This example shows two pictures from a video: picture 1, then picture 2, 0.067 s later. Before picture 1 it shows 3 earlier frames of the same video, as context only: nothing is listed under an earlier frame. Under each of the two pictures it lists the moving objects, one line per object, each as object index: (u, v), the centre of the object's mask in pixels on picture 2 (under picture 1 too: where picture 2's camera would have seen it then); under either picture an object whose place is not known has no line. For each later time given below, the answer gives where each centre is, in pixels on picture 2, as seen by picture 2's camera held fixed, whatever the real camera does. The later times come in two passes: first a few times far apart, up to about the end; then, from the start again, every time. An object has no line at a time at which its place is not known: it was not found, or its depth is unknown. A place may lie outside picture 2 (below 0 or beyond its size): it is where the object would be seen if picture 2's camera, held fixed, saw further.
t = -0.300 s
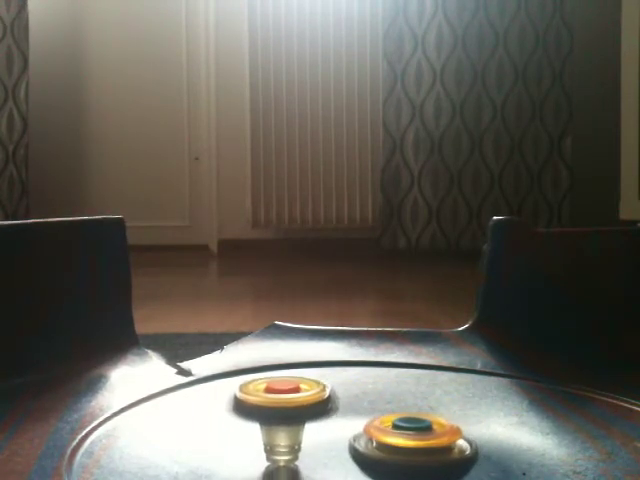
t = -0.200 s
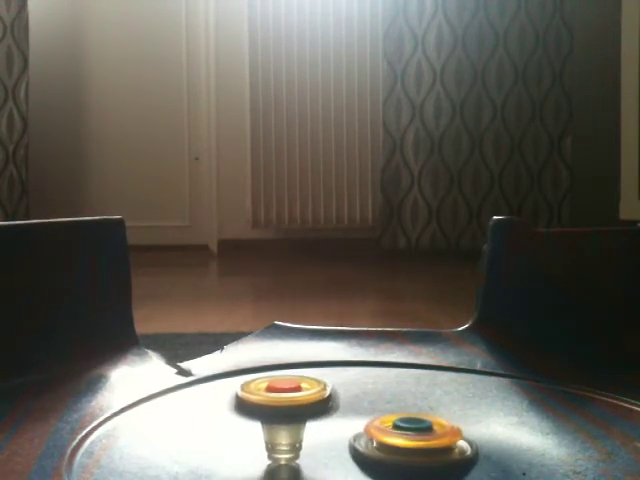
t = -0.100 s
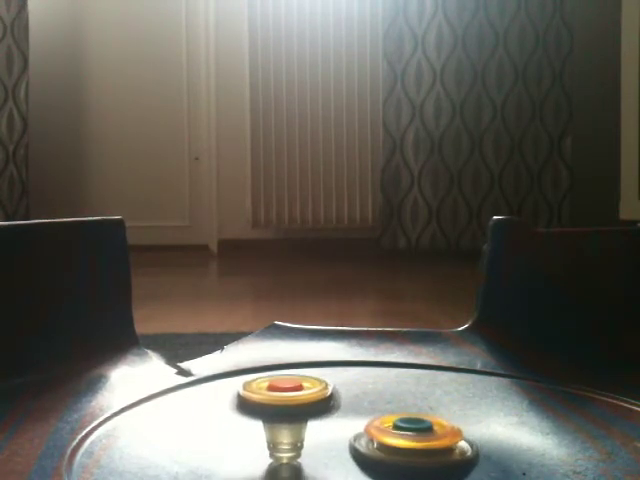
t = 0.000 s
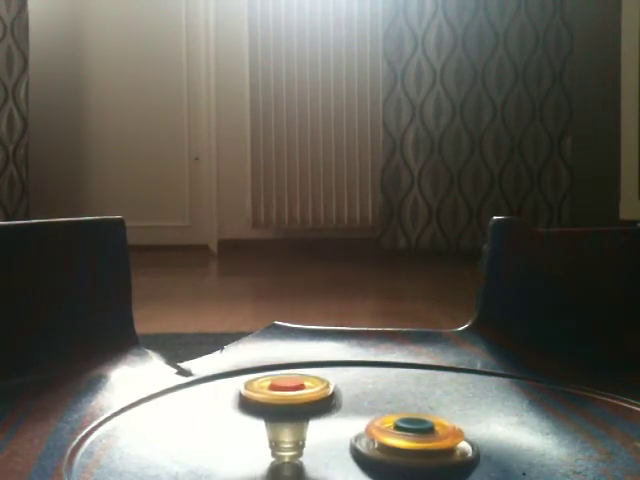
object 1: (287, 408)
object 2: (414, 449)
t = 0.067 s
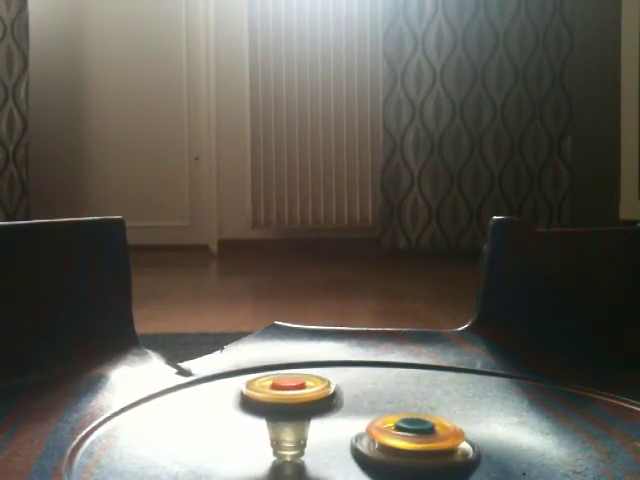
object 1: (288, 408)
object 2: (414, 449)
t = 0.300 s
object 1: (295, 405)
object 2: (415, 449)
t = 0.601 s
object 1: (306, 403)
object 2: (413, 449)
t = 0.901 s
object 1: (315, 402)
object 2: (412, 450)
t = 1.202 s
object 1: (322, 402)
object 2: (411, 450)
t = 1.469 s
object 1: (322, 402)
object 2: (411, 450)
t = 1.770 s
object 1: (320, 401)
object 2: (409, 451)
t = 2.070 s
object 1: (315, 400)
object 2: (406, 452)
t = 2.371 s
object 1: (306, 398)
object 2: (399, 453)
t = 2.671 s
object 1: (290, 401)
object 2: (391, 453)
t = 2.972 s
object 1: (281, 406)
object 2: (387, 453)
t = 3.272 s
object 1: (280, 409)
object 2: (386, 453)
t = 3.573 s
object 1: (282, 410)
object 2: (385, 453)
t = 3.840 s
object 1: (281, 411)
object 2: (382, 454)
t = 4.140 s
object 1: (274, 414)
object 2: (379, 454)
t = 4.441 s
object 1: (267, 420)
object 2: (373, 455)
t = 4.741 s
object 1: (266, 425)
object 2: (363, 457)
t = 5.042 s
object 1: (265, 430)
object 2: (356, 458)
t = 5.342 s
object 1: (272, 432)
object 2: (369, 460)
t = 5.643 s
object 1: (279, 428)
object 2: (380, 459)
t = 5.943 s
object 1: (288, 422)
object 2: (382, 459)
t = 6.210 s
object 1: (300, 416)
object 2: (379, 458)
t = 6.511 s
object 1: (316, 407)
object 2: (369, 458)
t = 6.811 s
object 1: (325, 404)
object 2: (363, 456)
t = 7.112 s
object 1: (325, 404)
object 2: (358, 456)
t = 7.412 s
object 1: (316, 405)
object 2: (353, 457)
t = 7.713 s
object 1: (300, 408)
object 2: (350, 458)
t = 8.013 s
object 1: (283, 409)
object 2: (344, 459)
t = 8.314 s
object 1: (269, 412)
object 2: (348, 458)
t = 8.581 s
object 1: (264, 417)
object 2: (339, 457)
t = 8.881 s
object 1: (268, 415)
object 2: (330, 456)
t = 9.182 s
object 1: (275, 414)
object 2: (364, 460)
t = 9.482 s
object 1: (293, 409)
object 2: (382, 460)
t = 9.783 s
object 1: (313, 407)
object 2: (385, 459)
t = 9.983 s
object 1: (324, 405)
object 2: (384, 459)
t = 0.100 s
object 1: (289, 407)
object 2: (415, 449)
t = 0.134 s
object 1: (290, 407)
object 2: (415, 449)
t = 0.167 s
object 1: (291, 406)
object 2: (415, 449)
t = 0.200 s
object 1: (291, 406)
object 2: (415, 449)
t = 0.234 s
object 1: (292, 406)
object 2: (415, 449)
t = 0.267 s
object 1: (294, 405)
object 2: (415, 449)
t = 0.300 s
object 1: (295, 405)
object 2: (415, 449)
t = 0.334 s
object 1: (296, 405)
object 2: (414, 449)
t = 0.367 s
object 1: (298, 404)
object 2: (414, 449)
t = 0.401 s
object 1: (299, 404)
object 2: (414, 449)
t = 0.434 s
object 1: (300, 404)
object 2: (414, 449)
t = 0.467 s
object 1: (301, 404)
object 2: (413, 449)
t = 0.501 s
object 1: (302, 404)
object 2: (413, 449)
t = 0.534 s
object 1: (303, 404)
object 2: (413, 449)
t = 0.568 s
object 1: (305, 404)
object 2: (413, 449)
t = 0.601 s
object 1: (306, 403)
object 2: (413, 449)
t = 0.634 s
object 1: (307, 403)
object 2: (413, 449)
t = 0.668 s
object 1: (308, 403)
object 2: (412, 449)
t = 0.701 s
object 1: (309, 403)
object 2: (412, 449)
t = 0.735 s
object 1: (310, 403)
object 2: (412, 449)
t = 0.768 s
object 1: (311, 403)
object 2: (412, 450)
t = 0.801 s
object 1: (313, 402)
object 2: (412, 450)
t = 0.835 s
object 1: (313, 402)
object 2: (412, 450)
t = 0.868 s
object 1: (314, 402)
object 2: (412, 450)
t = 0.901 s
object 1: (315, 402)
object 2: (412, 450)
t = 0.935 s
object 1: (316, 402)
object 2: (412, 450)
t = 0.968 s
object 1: (317, 402)
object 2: (411, 450)
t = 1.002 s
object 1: (318, 402)
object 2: (411, 450)
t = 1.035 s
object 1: (318, 402)
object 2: (411, 450)
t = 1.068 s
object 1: (319, 402)
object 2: (411, 450)
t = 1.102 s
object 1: (320, 402)
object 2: (411, 450)
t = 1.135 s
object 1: (320, 402)
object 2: (411, 450)
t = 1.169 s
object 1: (321, 402)
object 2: (411, 450)
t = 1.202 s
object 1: (322, 402)
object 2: (411, 450)
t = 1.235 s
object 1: (322, 402)
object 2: (411, 450)
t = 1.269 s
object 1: (322, 402)
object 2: (411, 450)
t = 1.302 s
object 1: (322, 402)
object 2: (411, 450)
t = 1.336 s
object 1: (322, 402)
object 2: (411, 450)
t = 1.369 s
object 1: (322, 402)
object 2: (411, 450)
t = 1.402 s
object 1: (322, 402)
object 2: (411, 450)
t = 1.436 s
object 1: (322, 402)
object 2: (411, 450)
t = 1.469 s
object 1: (322, 402)
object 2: (411, 450)
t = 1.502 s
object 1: (322, 402)
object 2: (411, 450)
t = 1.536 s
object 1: (322, 402)
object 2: (411, 450)
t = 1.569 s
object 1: (323, 402)
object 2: (411, 450)
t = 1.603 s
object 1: (322, 402)
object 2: (410, 450)
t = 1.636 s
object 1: (322, 402)
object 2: (410, 450)
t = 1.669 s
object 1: (322, 401)
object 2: (410, 451)
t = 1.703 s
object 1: (321, 401)
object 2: (410, 451)
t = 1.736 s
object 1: (320, 401)
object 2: (410, 451)
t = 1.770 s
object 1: (320, 401)
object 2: (409, 451)
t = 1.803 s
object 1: (319, 401)
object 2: (409, 451)
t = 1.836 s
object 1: (319, 401)
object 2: (409, 451)
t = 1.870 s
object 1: (318, 401)
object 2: (408, 451)
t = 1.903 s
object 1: (318, 401)
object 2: (408, 451)
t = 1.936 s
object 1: (317, 400)
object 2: (408, 451)
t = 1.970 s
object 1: (317, 400)
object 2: (407, 452)
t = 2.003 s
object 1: (316, 400)
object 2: (407, 451)
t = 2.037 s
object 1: (316, 400)
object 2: (407, 452)
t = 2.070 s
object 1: (315, 400)
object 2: (406, 452)
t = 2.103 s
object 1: (314, 399)
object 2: (406, 452)
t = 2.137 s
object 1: (314, 399)
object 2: (405, 452)
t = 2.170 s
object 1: (313, 399)
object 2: (404, 452)
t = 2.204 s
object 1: (312, 399)
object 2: (403, 452)
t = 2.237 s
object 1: (311, 399)
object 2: (402, 452)
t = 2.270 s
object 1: (310, 398)
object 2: (401, 452)
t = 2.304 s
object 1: (309, 398)
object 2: (400, 452)
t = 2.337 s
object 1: (308, 398)
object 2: (400, 452)
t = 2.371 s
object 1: (306, 398)
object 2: (399, 453)
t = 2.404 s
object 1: (304, 398)
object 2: (398, 452)
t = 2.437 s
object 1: (302, 398)
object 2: (396, 453)
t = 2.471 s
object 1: (300, 398)
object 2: (396, 453)
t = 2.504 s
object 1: (298, 398)
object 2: (395, 453)
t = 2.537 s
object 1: (296, 399)
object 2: (395, 453)
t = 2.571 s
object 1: (294, 399)
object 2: (394, 453)
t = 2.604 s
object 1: (293, 400)
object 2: (393, 453)
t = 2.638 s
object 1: (291, 400)
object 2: (392, 453)
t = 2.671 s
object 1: (290, 401)
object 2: (391, 453)
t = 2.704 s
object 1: (289, 401)
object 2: (390, 453)
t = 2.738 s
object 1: (287, 402)
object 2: (389, 453)
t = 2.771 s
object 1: (286, 403)
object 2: (389, 453)
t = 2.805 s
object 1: (285, 403)
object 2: (388, 453)
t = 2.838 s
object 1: (284, 404)
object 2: (388, 453)
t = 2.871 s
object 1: (283, 405)
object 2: (388, 453)
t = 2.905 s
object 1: (282, 405)
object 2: (387, 453)
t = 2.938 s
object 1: (281, 406)
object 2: (387, 453)
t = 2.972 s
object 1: (281, 406)
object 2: (387, 453)
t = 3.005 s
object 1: (280, 407)
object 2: (387, 453)
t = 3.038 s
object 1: (280, 407)
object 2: (387, 453)
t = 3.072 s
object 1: (280, 408)
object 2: (387, 453)
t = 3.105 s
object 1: (280, 408)
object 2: (387, 453)
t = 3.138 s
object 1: (280, 408)
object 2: (387, 453)
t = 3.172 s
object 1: (280, 409)
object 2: (386, 453)
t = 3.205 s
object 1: (280, 409)
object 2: (386, 453)
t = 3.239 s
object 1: (280, 409)
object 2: (386, 453)
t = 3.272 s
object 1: (280, 409)
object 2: (386, 453)
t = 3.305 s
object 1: (281, 410)
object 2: (385, 453)
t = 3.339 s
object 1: (281, 410)
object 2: (385, 453)
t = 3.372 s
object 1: (282, 410)
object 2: (384, 453)
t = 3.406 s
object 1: (282, 410)
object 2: (384, 453)
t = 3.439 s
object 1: (282, 410)
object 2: (384, 453)
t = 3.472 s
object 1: (282, 410)
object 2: (384, 453)
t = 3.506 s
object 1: (282, 410)
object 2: (384, 453)
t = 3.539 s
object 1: (282, 410)
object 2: (384, 453)
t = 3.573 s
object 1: (282, 410)
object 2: (385, 453)
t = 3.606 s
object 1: (282, 410)
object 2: (384, 453)
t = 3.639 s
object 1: (282, 410)
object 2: (384, 454)
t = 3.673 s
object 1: (282, 410)
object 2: (384, 454)
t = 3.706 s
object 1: (282, 410)
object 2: (383, 454)
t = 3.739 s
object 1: (281, 411)
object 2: (383, 454)
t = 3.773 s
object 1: (281, 411)
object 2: (382, 454)
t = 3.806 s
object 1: (281, 411)
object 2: (382, 454)
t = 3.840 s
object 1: (281, 411)
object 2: (382, 454)
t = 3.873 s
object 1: (280, 411)
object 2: (382, 454)
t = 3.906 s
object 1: (279, 412)
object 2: (381, 454)
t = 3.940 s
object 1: (279, 412)
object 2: (381, 454)
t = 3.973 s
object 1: (278, 412)
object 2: (380, 454)
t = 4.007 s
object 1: (277, 412)
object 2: (380, 454)
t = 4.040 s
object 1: (277, 413)
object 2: (380, 454)
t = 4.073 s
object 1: (276, 413)
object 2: (380, 454)
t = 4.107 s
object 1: (275, 413)
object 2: (379, 454)
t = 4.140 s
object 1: (274, 414)
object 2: (379, 454)
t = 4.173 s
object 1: (273, 414)
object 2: (378, 455)
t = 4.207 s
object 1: (272, 415)
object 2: (378, 455)
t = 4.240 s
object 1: (271, 416)
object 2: (377, 455)
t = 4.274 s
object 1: (270, 416)
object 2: (377, 455)
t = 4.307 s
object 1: (269, 417)
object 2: (376, 455)
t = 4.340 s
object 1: (268, 418)
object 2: (376, 455)
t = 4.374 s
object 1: (268, 419)
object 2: (375, 455)
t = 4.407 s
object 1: (268, 419)
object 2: (374, 455)
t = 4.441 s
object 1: (267, 420)
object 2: (373, 455)
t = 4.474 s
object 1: (267, 421)
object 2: (372, 455)
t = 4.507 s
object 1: (267, 422)
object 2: (371, 456)
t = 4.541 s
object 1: (267, 422)
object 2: (370, 456)
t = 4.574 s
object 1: (267, 423)
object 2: (369, 456)
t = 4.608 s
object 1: (267, 423)
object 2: (368, 456)
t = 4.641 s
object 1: (267, 424)
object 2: (367, 457)
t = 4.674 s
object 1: (266, 424)
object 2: (366, 457)
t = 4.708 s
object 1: (266, 425)
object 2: (364, 456)
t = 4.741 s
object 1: (266, 425)
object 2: (363, 457)
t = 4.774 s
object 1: (266, 426)
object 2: (361, 457)
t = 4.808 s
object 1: (265, 426)
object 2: (360, 457)
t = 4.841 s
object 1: (265, 427)
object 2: (358, 457)
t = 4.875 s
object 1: (265, 427)
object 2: (356, 457)
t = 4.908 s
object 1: (266, 428)
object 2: (355, 457)
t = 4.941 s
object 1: (265, 428)
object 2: (355, 457)
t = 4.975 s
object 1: (264, 429)
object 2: (356, 458)
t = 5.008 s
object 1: (264, 429)
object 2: (357, 458)
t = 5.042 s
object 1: (265, 430)
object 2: (356, 458)
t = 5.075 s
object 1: (265, 430)
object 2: (357, 458)
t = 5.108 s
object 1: (264, 431)
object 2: (359, 459)
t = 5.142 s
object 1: (265, 431)
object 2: (361, 459)
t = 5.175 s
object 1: (265, 431)
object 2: (361, 459)
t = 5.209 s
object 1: (267, 432)
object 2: (362, 459)
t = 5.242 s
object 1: (269, 432)
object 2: (363, 459)
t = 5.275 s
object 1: (269, 432)
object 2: (365, 459)
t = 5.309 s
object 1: (271, 432)
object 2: (367, 459)
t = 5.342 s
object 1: (272, 432)
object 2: (369, 460)
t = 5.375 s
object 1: (273, 431)
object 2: (371, 459)
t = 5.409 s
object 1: (274, 431)
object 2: (373, 459)
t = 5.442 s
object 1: (275, 431)
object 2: (374, 460)
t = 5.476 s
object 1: (276, 431)
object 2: (376, 460)
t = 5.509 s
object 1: (277, 430)
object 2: (377, 460)
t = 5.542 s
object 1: (277, 430)
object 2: (378, 460)
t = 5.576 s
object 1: (278, 429)
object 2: (379, 460)
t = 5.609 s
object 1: (278, 429)
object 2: (379, 459)
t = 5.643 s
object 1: (279, 428)
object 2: (380, 459)
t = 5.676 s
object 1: (279, 428)
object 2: (380, 459)
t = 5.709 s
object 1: (280, 427)
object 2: (381, 459)
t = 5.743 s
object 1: (281, 426)
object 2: (381, 459)
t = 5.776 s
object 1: (282, 426)
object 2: (381, 459)
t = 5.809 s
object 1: (283, 425)
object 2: (382, 459)
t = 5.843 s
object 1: (284, 424)
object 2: (382, 459)
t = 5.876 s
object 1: (285, 424)
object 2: (382, 459)
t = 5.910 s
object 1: (287, 423)
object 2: (382, 459)
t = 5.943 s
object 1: (288, 422)
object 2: (382, 459)
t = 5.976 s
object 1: (289, 422)
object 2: (381, 459)
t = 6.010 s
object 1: (291, 421)
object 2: (381, 459)
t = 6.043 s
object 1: (293, 421)
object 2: (381, 459)
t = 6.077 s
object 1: (294, 420)
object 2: (380, 459)
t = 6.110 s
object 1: (296, 419)
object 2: (380, 459)
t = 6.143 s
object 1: (297, 418)
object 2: (380, 459)
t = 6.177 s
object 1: (299, 417)
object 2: (380, 459)
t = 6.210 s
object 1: (300, 416)
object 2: (379, 458)
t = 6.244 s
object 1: (302, 415)
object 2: (378, 458)
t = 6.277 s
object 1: (304, 414)
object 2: (378, 458)
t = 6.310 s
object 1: (306, 413)
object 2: (378, 458)
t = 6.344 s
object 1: (308, 412)
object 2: (377, 458)
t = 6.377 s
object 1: (310, 411)
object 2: (375, 458)
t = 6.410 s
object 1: (311, 411)
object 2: (374, 458)
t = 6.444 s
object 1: (313, 409)
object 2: (370, 458)
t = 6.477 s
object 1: (314, 408)
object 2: (371, 458)
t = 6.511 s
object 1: (316, 407)
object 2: (369, 458)
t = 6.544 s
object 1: (316, 407)
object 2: (368, 458)
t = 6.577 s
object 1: (318, 406)
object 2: (367, 457)
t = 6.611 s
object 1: (319, 406)
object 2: (366, 457)
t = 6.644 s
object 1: (320, 406)
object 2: (365, 457)
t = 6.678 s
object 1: (322, 405)
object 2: (365, 457)
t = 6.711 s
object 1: (322, 405)
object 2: (364, 457)
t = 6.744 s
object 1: (323, 405)
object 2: (364, 456)
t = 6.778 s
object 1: (324, 404)
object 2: (363, 456)
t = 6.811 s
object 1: (325, 404)
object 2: (363, 456)
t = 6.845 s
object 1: (326, 404)
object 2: (362, 456)
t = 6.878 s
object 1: (326, 404)
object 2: (362, 456)
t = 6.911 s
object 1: (326, 404)
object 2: (361, 456)
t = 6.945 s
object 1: (326, 404)
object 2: (361, 456)
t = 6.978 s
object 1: (326, 404)
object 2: (360, 456)
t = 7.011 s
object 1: (326, 404)
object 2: (360, 456)
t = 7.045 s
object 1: (326, 404)
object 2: (359, 455)
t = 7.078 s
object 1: (326, 404)
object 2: (359, 456)
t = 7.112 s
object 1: (325, 404)
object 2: (358, 456)
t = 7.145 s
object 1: (325, 404)
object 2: (358, 456)
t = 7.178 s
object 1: (324, 404)
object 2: (357, 456)
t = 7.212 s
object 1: (323, 405)
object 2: (357, 456)
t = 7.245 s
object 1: (322, 405)
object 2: (357, 456)
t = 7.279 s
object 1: (321, 405)
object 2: (356, 456)
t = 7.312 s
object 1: (319, 405)
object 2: (355, 456)
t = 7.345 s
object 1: (318, 405)
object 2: (354, 456)
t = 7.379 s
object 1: (317, 405)
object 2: (354, 457)
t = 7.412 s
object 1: (316, 405)
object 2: (353, 457)
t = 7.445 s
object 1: (314, 406)
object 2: (353, 457)
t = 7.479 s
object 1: (312, 406)
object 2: (353, 457)
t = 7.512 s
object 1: (311, 406)
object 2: (353, 457)
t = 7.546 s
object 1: (309, 407)
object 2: (353, 457)
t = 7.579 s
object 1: (308, 407)
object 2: (353, 457)
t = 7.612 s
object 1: (306, 407)
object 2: (352, 457)
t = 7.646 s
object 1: (304, 408)
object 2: (351, 458)
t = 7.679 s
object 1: (302, 408)
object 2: (351, 458)
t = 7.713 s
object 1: (300, 408)
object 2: (350, 458)
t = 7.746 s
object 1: (298, 408)
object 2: (350, 458)
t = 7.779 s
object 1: (296, 408)
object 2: (350, 458)
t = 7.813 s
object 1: (295, 409)
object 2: (350, 458)
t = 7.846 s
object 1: (293, 409)
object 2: (349, 458)
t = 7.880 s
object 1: (291, 409)
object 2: (348, 458)
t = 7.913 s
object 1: (289, 409)
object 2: (348, 459)
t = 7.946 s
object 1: (287, 410)
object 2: (347, 459)
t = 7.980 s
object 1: (285, 409)
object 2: (345, 459)
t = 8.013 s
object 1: (283, 409)
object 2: (344, 459)
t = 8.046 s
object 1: (281, 409)
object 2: (344, 459)
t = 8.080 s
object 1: (280, 409)
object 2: (343, 459)
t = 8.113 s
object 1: (278, 410)
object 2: (342, 459)
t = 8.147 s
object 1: (277, 410)
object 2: (342, 459)
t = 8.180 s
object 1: (276, 410)
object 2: (341, 459)
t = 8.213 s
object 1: (274, 410)
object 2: (341, 459)
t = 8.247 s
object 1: (272, 411)
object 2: (340, 459)
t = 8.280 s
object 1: (271, 411)
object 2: (348, 458)
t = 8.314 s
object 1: (269, 412)
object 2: (348, 458)
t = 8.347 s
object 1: (268, 412)
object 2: (347, 458)
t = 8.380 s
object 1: (266, 413)
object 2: (347, 458)
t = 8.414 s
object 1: (265, 413)
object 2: (345, 458)
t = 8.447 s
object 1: (265, 414)
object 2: (344, 458)
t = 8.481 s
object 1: (264, 415)
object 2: (344, 458)
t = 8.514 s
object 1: (264, 416)
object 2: (343, 458)
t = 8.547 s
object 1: (264, 416)
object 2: (341, 458)
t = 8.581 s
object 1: (264, 417)
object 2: (339, 457)
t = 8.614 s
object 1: (264, 417)
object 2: (338, 457)
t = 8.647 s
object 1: (264, 417)
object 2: (337, 457)
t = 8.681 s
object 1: (265, 417)
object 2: (335, 457)
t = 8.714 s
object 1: (266, 417)
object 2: (334, 457)
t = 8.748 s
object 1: (267, 417)
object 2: (332, 456)
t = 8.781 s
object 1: (267, 416)
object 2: (331, 456)
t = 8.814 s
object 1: (268, 414)
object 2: (329, 456)
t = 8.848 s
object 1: (269, 414)
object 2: (328, 455)
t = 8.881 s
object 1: (268, 415)
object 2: (330, 456)
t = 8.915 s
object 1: (267, 415)
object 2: (336, 458)
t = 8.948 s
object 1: (267, 414)
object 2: (339, 458)
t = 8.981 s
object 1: (268, 414)
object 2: (343, 459)
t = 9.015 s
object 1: (268, 415)
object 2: (346, 459)
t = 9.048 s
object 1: (269, 415)
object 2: (350, 459)
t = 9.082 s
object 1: (270, 415)
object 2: (354, 460)
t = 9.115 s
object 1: (272, 415)
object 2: (357, 460)
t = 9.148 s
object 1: (273, 415)
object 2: (361, 460)
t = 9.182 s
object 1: (275, 414)
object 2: (364, 460)
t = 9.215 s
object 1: (277, 414)
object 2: (367, 460)
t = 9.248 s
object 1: (279, 413)
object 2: (370, 460)
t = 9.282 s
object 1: (281, 413)
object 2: (372, 460)
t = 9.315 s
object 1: (283, 412)
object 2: (375, 460)
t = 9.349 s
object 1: (285, 412)
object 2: (376, 460)
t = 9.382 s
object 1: (287, 411)
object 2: (378, 460)
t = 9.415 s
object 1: (289, 410)
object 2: (379, 460)
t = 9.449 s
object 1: (291, 410)
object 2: (380, 460)
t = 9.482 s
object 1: (293, 409)
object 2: (382, 460)
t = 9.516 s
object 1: (295, 409)
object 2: (383, 460)
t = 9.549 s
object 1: (297, 409)
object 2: (384, 459)
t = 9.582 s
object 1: (299, 408)
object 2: (384, 459)
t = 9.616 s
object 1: (301, 408)
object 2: (385, 459)
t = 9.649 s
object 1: (304, 408)
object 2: (385, 459)
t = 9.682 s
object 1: (306, 408)
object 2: (385, 459)
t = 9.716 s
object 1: (308, 407)
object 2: (386, 459)
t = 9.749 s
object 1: (311, 407)
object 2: (386, 459)
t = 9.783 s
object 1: (313, 407)
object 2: (385, 459)
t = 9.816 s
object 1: (315, 407)
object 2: (385, 459)
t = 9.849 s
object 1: (317, 406)
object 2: (385, 459)
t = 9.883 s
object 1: (318, 406)
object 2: (385, 459)
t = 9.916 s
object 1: (320, 405)
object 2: (385, 459)
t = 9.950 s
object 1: (322, 405)
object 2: (385, 459)
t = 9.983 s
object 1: (324, 405)
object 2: (384, 459)
